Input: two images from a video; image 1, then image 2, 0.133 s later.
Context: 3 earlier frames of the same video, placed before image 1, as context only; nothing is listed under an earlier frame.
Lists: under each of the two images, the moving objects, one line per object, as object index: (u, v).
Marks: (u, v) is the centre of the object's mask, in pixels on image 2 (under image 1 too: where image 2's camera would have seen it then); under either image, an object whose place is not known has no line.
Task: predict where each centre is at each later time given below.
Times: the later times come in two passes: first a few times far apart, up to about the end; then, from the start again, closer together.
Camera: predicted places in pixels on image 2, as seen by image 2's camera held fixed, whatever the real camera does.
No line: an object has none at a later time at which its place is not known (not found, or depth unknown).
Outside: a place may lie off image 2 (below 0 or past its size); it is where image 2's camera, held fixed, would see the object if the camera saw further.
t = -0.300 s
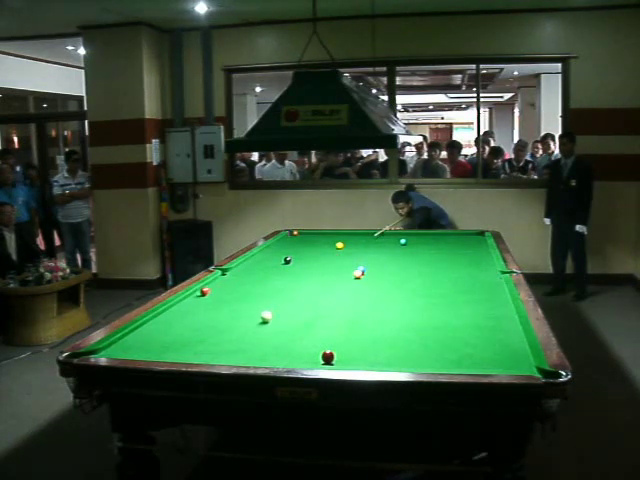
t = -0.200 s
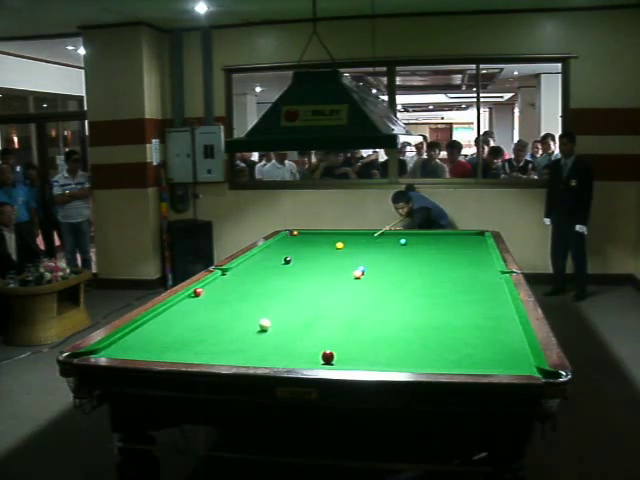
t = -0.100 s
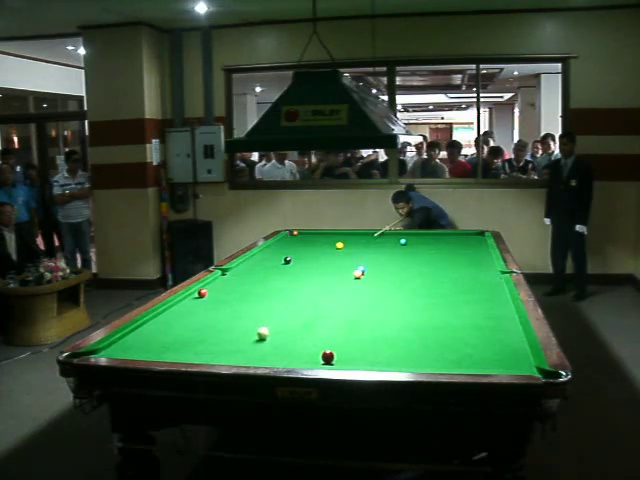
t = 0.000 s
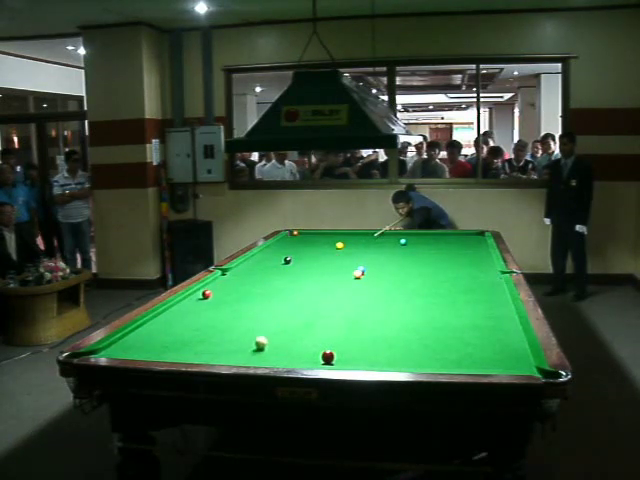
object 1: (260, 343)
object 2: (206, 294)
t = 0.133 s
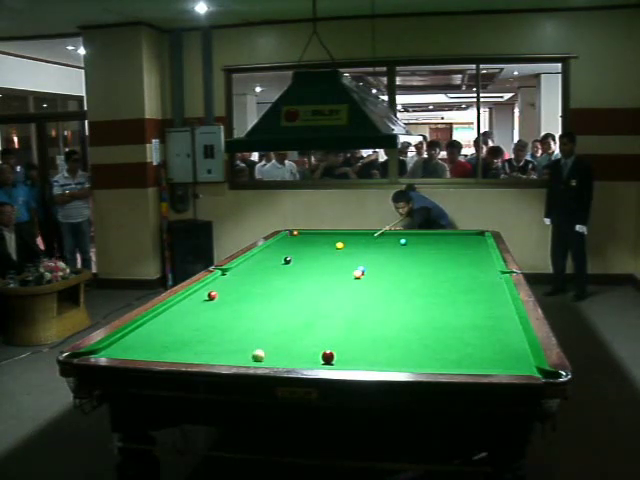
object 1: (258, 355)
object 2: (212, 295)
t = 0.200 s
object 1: (258, 358)
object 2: (215, 295)
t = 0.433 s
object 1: (283, 347)
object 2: (224, 298)
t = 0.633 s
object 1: (302, 336)
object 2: (232, 299)
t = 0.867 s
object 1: (320, 325)
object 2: (241, 302)
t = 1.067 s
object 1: (334, 317)
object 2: (248, 303)
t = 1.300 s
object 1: (349, 309)
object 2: (256, 305)
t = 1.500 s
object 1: (360, 302)
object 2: (262, 307)
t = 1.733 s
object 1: (371, 295)
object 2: (269, 308)
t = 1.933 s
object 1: (380, 290)
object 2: (275, 310)
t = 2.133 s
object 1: (388, 285)
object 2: (280, 311)
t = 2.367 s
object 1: (397, 280)
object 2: (285, 312)
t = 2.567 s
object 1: (403, 276)
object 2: (290, 313)
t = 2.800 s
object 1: (410, 272)
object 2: (294, 314)
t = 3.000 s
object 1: (415, 269)
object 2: (297, 315)
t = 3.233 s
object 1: (421, 265)
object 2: (300, 315)
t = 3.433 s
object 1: (426, 262)
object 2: (302, 316)
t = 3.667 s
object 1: (430, 259)
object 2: (304, 316)
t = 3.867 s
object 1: (434, 257)
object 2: (304, 316)
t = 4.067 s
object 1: (437, 255)
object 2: (304, 316)
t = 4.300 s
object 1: (441, 253)
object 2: (304, 316)
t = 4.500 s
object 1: (444, 251)
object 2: (304, 316)
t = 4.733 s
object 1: (447, 250)
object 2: (304, 316)
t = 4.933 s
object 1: (450, 248)
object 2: (304, 316)
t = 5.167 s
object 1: (452, 247)
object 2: (304, 316)
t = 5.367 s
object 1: (455, 245)
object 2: (304, 316)
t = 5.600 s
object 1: (457, 244)
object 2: (304, 316)
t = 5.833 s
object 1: (458, 243)
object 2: (304, 316)
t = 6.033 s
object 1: (460, 242)
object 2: (304, 316)
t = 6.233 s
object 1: (462, 242)
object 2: (304, 316)
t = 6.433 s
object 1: (463, 241)
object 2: (304, 316)
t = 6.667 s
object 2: (304, 316)
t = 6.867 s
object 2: (304, 316)
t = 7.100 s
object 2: (304, 316)
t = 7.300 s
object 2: (304, 316)
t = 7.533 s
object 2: (304, 316)
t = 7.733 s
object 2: (304, 316)
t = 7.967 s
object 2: (304, 316)
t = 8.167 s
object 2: (304, 316)
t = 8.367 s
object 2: (304, 316)
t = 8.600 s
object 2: (303, 316)
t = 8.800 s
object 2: (303, 316)
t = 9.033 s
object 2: (303, 316)
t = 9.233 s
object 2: (303, 317)
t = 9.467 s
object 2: (303, 317)
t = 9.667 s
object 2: (303, 317)
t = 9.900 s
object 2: (303, 317)
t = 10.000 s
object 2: (303, 317)
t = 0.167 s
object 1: (257, 357)
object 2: (213, 295)
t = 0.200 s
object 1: (258, 358)
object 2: (215, 295)
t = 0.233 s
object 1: (262, 357)
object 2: (216, 296)
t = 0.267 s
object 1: (266, 356)
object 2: (218, 296)
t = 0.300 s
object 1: (270, 355)
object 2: (219, 297)
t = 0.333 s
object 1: (273, 353)
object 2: (220, 297)
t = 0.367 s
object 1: (277, 351)
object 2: (221, 297)
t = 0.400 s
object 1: (280, 349)
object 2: (223, 298)
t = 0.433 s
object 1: (283, 347)
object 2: (224, 298)
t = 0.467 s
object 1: (286, 345)
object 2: (225, 298)
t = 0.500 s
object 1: (289, 343)
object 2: (227, 298)
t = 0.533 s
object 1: (292, 342)
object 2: (228, 299)
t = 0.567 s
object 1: (296, 340)
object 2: (229, 299)
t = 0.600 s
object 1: (299, 338)
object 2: (231, 299)
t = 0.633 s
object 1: (302, 336)
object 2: (232, 299)
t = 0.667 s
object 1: (304, 335)
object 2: (233, 300)
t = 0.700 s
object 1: (307, 333)
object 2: (234, 300)
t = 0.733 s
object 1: (310, 331)
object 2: (235, 300)
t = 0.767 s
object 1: (313, 330)
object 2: (237, 301)
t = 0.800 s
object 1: (315, 328)
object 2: (238, 301)
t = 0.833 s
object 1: (318, 327)
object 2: (239, 301)
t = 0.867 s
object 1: (320, 325)
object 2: (241, 302)
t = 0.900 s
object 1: (323, 324)
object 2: (242, 302)
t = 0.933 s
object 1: (325, 322)
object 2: (243, 302)
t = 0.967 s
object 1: (327, 321)
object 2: (244, 302)
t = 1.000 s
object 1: (330, 320)
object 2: (245, 303)
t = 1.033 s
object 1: (332, 318)
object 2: (246, 303)
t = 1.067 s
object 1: (334, 317)
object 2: (248, 303)
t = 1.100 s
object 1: (336, 316)
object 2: (249, 303)
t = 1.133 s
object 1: (338, 315)
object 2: (250, 304)
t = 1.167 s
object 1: (341, 314)
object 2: (251, 304)
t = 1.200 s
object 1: (343, 312)
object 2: (252, 304)
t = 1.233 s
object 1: (345, 311)
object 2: (254, 305)
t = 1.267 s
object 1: (346, 310)
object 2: (255, 305)
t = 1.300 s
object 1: (349, 309)
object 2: (256, 305)
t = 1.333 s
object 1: (351, 308)
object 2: (257, 305)
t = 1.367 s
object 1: (353, 306)
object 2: (258, 306)
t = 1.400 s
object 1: (354, 305)
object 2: (259, 306)
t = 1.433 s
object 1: (356, 304)
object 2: (260, 306)
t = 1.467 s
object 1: (358, 303)
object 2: (261, 306)
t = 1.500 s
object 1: (360, 302)
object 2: (262, 307)
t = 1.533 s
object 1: (361, 301)
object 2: (263, 307)
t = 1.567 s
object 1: (363, 300)
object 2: (264, 307)
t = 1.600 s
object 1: (365, 299)
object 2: (266, 307)
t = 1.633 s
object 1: (367, 298)
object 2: (266, 308)
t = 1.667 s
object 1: (368, 297)
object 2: (267, 308)
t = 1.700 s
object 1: (370, 296)
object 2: (269, 308)
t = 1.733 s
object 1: (371, 295)
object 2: (269, 308)
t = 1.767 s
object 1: (373, 294)
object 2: (271, 308)
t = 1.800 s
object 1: (374, 293)
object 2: (272, 309)
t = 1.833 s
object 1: (376, 293)
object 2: (273, 309)
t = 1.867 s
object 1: (377, 292)
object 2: (273, 309)
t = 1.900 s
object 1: (379, 291)
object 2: (274, 309)
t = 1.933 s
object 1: (380, 290)
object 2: (275, 310)
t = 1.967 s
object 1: (381, 289)
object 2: (276, 310)
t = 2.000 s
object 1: (383, 288)
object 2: (277, 310)
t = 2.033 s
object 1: (384, 287)
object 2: (277, 310)
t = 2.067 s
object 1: (385, 287)
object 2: (278, 311)
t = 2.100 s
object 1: (387, 286)
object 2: (279, 311)
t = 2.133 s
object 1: (388, 285)
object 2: (280, 311)
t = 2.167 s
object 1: (389, 284)
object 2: (281, 311)
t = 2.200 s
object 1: (391, 284)
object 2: (282, 311)
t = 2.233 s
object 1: (392, 283)
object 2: (282, 311)
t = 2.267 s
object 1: (393, 282)
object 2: (283, 312)
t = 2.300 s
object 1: (394, 281)
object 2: (284, 312)
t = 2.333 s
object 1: (395, 281)
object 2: (285, 312)
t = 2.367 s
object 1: (397, 280)
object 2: (285, 312)
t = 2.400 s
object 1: (398, 279)
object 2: (286, 312)
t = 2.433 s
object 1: (399, 279)
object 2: (287, 312)
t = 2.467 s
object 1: (400, 278)
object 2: (287, 313)
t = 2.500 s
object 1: (401, 277)
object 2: (288, 313)
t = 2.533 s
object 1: (402, 277)
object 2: (289, 313)
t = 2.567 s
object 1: (403, 276)
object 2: (290, 313)
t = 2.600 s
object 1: (404, 276)
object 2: (290, 313)
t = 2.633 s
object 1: (405, 275)
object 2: (291, 313)
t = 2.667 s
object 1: (406, 274)
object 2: (291, 313)
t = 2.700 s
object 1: (407, 274)
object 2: (292, 314)
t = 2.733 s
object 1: (408, 273)
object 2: (293, 314)
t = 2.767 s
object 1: (409, 273)
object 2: (293, 314)
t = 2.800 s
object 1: (410, 272)
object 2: (294, 314)
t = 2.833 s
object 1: (411, 271)
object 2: (294, 314)
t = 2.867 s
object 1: (412, 271)
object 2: (295, 314)
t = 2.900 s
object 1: (413, 270)
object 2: (295, 314)
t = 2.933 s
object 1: (414, 270)
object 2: (296, 314)
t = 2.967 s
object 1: (414, 269)
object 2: (297, 315)
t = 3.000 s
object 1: (415, 269)
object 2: (297, 315)
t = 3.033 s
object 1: (416, 268)
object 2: (297, 315)
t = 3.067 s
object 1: (417, 268)
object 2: (298, 315)
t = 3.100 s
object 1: (418, 267)
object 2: (299, 315)
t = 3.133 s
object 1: (419, 267)
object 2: (299, 315)
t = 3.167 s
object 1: (420, 266)
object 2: (299, 315)
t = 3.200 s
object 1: (420, 266)
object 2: (300, 315)
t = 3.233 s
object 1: (421, 265)
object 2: (300, 315)
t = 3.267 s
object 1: (422, 265)
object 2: (301, 315)
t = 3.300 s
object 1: (422, 264)
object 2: (301, 315)
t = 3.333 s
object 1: (424, 264)
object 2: (301, 316)
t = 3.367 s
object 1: (424, 263)
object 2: (302, 316)
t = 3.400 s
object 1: (425, 263)
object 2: (302, 316)
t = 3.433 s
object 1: (426, 262)
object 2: (302, 316)
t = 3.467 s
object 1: (426, 262)
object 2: (302, 316)
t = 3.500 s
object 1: (427, 261)
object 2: (303, 316)
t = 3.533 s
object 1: (428, 261)
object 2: (303, 316)
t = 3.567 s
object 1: (428, 261)
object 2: (303, 316)
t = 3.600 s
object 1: (429, 260)
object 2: (303, 316)
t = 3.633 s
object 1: (430, 260)
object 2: (303, 316)
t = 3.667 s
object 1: (430, 259)
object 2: (304, 316)
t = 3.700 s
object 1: (431, 259)
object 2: (304, 316)
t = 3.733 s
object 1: (432, 259)
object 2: (304, 316)
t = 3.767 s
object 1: (432, 258)
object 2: (304, 316)
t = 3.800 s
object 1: (433, 258)
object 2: (304, 316)
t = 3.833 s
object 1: (433, 258)
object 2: (304, 316)
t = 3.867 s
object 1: (434, 257)
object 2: (304, 316)
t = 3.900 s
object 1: (435, 257)
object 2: (304, 316)
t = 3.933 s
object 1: (435, 257)
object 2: (304, 316)
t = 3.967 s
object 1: (436, 256)
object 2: (304, 316)
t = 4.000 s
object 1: (436, 256)
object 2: (304, 316)
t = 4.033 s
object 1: (437, 256)
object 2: (304, 316)
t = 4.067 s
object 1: (437, 255)
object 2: (304, 316)
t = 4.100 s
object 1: (438, 255)
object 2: (303, 316)
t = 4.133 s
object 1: (438, 255)
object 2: (304, 316)
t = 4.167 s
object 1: (439, 254)
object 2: (304, 316)
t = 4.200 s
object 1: (439, 254)
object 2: (304, 316)
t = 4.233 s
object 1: (440, 254)
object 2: (304, 316)
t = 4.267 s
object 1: (440, 253)
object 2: (304, 316)
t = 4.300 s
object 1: (441, 253)
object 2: (304, 316)
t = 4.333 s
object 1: (441, 253)
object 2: (303, 316)
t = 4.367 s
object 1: (442, 253)
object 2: (303, 316)
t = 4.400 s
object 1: (442, 252)
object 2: (304, 316)
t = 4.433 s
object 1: (443, 252)
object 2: (304, 316)
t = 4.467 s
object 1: (443, 252)
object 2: (304, 316)
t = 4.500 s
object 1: (444, 251)
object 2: (304, 316)
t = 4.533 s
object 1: (444, 251)
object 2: (304, 316)
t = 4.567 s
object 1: (445, 251)
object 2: (304, 316)
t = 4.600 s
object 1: (445, 250)
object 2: (304, 316)
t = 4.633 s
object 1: (446, 250)
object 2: (304, 316)
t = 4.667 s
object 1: (446, 250)
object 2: (304, 316)
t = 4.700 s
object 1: (447, 250)
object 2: (304, 316)
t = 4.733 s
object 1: (447, 250)
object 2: (304, 316)
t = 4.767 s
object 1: (447, 249)
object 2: (304, 316)
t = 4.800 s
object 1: (448, 249)
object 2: (304, 316)
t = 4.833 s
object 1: (448, 249)
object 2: (304, 316)
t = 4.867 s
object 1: (449, 249)
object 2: (304, 316)
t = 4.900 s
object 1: (449, 248)
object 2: (304, 316)
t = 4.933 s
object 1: (450, 248)
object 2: (304, 316)
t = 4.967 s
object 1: (450, 248)
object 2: (304, 316)
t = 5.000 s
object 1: (451, 247)
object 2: (304, 316)
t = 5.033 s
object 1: (451, 247)
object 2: (304, 316)
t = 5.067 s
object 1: (451, 247)
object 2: (304, 316)
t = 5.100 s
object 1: (452, 247)
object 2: (304, 316)
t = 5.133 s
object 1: (452, 247)
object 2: (304, 316)
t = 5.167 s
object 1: (452, 247)
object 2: (304, 316)
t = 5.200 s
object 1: (453, 246)
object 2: (304, 316)
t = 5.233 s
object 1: (453, 246)
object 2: (304, 316)
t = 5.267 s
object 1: (454, 246)
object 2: (304, 316)
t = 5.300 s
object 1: (454, 246)
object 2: (304, 316)
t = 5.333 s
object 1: (454, 246)
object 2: (304, 316)
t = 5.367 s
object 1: (455, 245)
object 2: (304, 316)
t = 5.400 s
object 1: (455, 245)
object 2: (304, 316)
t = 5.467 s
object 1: (456, 245)
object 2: (304, 316)
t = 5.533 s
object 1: (456, 245)
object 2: (304, 316)
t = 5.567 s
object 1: (456, 244)
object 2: (304, 316)
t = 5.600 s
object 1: (457, 244)
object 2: (304, 316)
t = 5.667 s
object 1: (458, 244)
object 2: (304, 316)
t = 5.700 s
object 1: (458, 243)
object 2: (304, 316)
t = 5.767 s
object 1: (458, 243)
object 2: (304, 316)
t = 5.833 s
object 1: (458, 243)
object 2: (304, 316)
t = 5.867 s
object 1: (459, 243)
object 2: (304, 316)
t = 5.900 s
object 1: (459, 243)
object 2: (304, 316)
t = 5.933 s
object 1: (459, 243)
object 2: (304, 316)
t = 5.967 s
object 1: (460, 243)
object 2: (304, 316)
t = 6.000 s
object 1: (460, 243)
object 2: (304, 316)
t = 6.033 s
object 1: (460, 242)
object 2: (304, 316)
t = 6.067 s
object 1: (460, 242)
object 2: (304, 316)
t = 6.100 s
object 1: (461, 242)
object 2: (304, 316)
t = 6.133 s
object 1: (461, 242)
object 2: (304, 316)
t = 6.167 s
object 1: (461, 242)
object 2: (304, 316)
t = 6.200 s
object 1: (461, 242)
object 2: (304, 316)
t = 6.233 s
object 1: (462, 242)
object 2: (304, 316)
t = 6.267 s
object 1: (462, 242)
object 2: (304, 316)
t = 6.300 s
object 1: (462, 241)
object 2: (304, 316)
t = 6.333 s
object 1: (462, 241)
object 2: (304, 316)
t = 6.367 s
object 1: (462, 241)
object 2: (304, 316)
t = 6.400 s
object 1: (463, 241)
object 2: (304, 316)
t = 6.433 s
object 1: (463, 241)
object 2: (304, 316)
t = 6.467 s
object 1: (463, 241)
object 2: (304, 316)
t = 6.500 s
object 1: (463, 241)
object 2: (304, 316)
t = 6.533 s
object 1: (463, 241)
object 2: (304, 316)
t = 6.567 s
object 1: (463, 240)
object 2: (304, 316)
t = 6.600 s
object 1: (463, 240)
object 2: (304, 316)
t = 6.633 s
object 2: (304, 316)
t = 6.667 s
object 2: (304, 316)
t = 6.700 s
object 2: (304, 316)
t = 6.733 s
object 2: (304, 316)
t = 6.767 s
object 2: (304, 316)
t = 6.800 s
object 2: (304, 316)
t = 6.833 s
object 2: (304, 316)
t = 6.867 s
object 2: (304, 316)
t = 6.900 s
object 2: (304, 316)
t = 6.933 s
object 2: (304, 316)
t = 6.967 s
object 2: (304, 316)
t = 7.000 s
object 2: (304, 316)
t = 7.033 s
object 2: (304, 316)
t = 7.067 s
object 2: (304, 316)
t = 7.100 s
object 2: (304, 316)
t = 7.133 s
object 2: (304, 316)
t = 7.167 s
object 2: (304, 316)
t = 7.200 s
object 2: (304, 316)
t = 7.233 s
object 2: (304, 316)
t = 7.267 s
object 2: (304, 316)
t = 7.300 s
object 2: (304, 316)
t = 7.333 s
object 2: (304, 316)
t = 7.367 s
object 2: (304, 316)
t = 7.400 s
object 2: (304, 316)
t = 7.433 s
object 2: (304, 316)
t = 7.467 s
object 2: (304, 316)
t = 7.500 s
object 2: (304, 316)
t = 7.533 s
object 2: (304, 316)
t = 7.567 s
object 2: (304, 316)
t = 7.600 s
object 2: (304, 316)
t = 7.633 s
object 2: (304, 316)
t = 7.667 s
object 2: (304, 316)
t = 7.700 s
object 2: (304, 316)
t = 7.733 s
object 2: (304, 316)
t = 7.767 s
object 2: (304, 316)
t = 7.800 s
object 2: (304, 316)
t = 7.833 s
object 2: (304, 316)
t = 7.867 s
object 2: (304, 316)
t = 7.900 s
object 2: (304, 316)
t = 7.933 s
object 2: (304, 316)
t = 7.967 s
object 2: (304, 316)
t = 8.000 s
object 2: (304, 316)
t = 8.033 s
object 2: (304, 316)
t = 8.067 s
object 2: (304, 316)
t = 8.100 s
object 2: (304, 316)
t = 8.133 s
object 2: (304, 316)
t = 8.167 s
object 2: (304, 316)
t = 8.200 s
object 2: (304, 316)
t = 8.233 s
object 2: (304, 316)
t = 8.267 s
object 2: (304, 316)
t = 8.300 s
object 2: (304, 316)
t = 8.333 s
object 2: (304, 316)
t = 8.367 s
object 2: (304, 316)
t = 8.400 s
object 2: (304, 316)
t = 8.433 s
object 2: (303, 316)
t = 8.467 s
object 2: (303, 316)
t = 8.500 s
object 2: (303, 316)
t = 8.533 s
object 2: (303, 316)
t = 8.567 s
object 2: (303, 316)
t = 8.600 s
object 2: (303, 316)
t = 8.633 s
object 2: (303, 316)
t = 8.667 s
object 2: (303, 316)
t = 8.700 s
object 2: (303, 316)
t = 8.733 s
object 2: (303, 316)
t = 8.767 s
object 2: (303, 316)
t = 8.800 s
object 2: (303, 316)
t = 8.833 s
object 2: (303, 316)
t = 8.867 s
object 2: (303, 316)
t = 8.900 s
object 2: (303, 316)
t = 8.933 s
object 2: (303, 316)
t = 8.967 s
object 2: (303, 316)
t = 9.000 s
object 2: (303, 316)
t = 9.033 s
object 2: (303, 316)
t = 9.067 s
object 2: (303, 316)
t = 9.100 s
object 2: (303, 316)
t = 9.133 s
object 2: (303, 316)
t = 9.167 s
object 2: (303, 316)
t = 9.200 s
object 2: (303, 317)
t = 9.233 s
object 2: (303, 317)
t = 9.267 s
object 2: (303, 317)
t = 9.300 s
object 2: (303, 316)
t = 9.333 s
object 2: (303, 316)
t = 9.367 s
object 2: (303, 316)
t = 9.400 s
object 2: (303, 317)
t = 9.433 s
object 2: (303, 317)
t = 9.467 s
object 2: (303, 317)
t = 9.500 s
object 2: (303, 317)
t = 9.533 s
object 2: (303, 317)
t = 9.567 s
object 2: (303, 317)
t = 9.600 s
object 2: (303, 317)
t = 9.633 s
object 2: (303, 317)
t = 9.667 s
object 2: (303, 317)
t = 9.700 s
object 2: (303, 317)
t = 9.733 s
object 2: (303, 317)
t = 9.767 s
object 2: (303, 317)
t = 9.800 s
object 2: (303, 317)
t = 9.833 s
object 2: (303, 317)
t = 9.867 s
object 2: (303, 317)
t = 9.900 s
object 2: (303, 317)
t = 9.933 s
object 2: (303, 317)
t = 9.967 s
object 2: (303, 317)
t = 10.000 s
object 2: (303, 317)
